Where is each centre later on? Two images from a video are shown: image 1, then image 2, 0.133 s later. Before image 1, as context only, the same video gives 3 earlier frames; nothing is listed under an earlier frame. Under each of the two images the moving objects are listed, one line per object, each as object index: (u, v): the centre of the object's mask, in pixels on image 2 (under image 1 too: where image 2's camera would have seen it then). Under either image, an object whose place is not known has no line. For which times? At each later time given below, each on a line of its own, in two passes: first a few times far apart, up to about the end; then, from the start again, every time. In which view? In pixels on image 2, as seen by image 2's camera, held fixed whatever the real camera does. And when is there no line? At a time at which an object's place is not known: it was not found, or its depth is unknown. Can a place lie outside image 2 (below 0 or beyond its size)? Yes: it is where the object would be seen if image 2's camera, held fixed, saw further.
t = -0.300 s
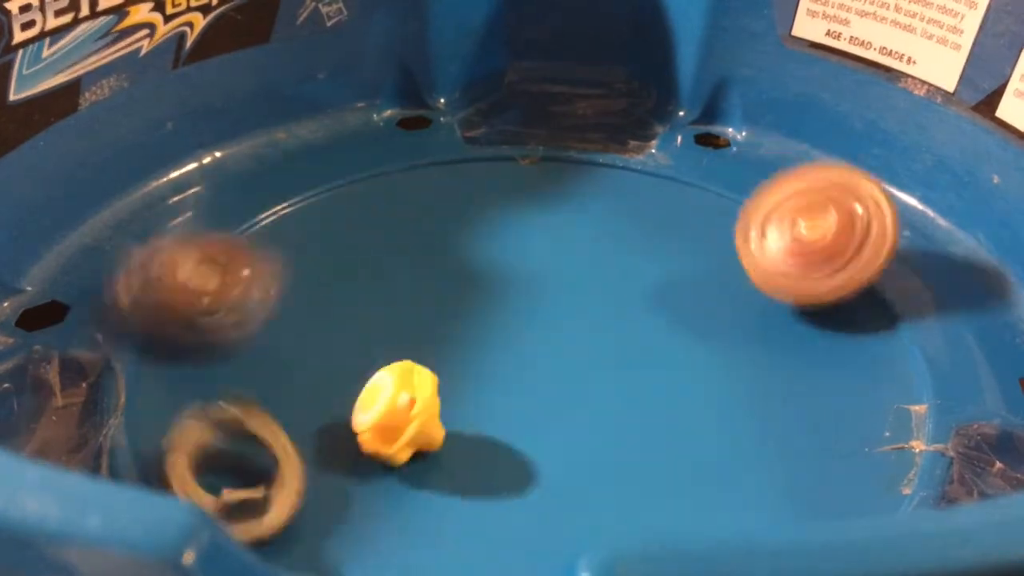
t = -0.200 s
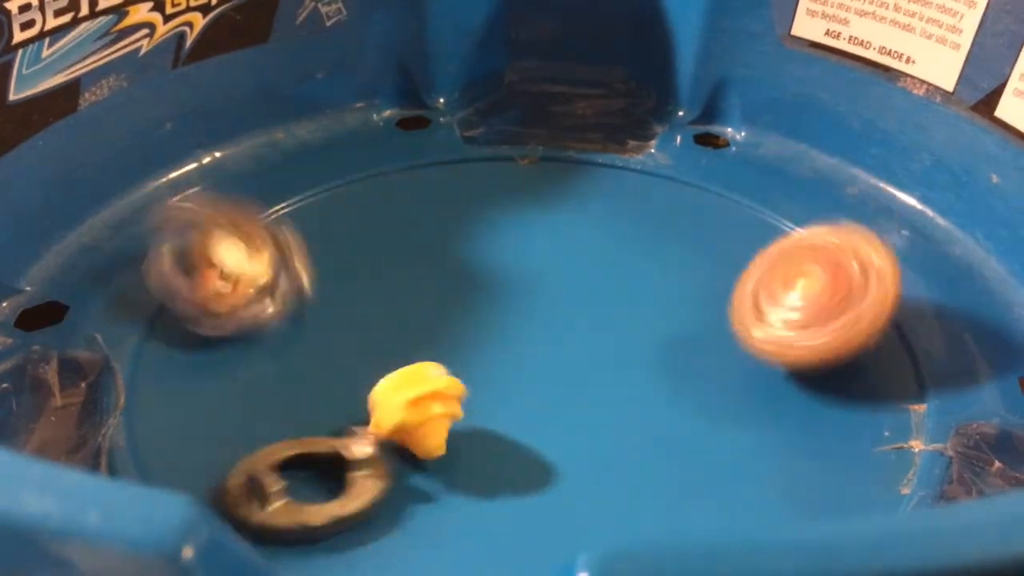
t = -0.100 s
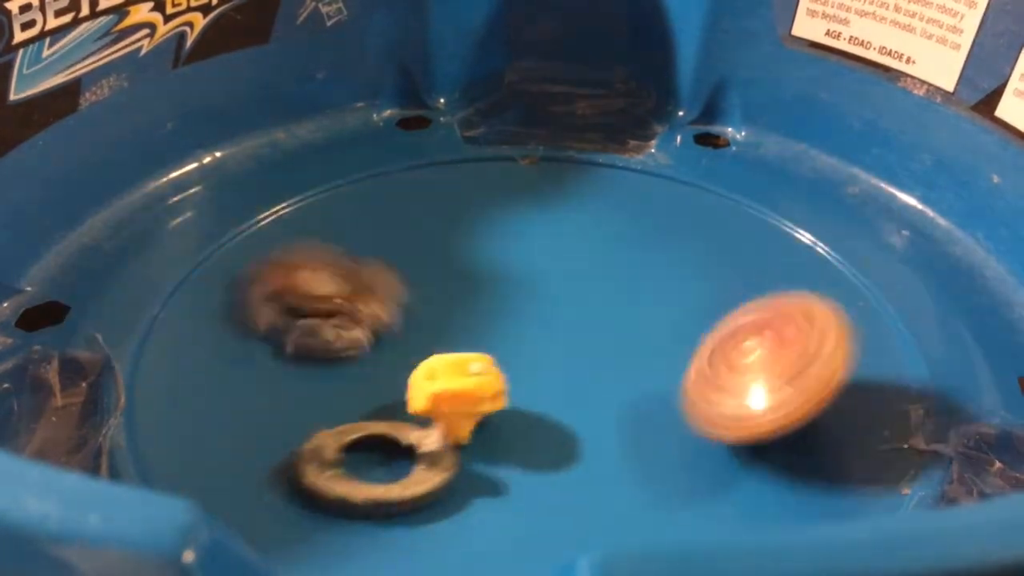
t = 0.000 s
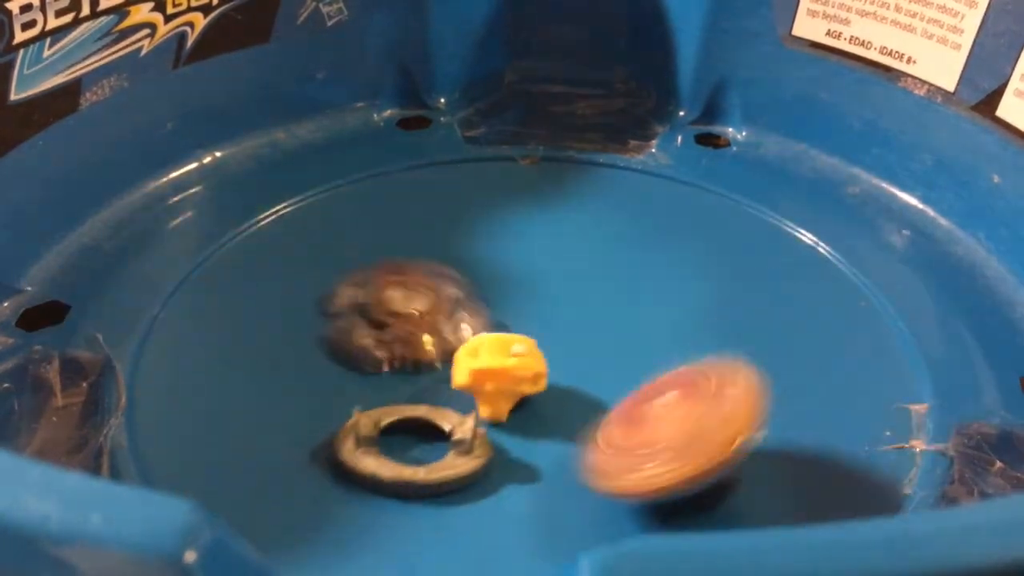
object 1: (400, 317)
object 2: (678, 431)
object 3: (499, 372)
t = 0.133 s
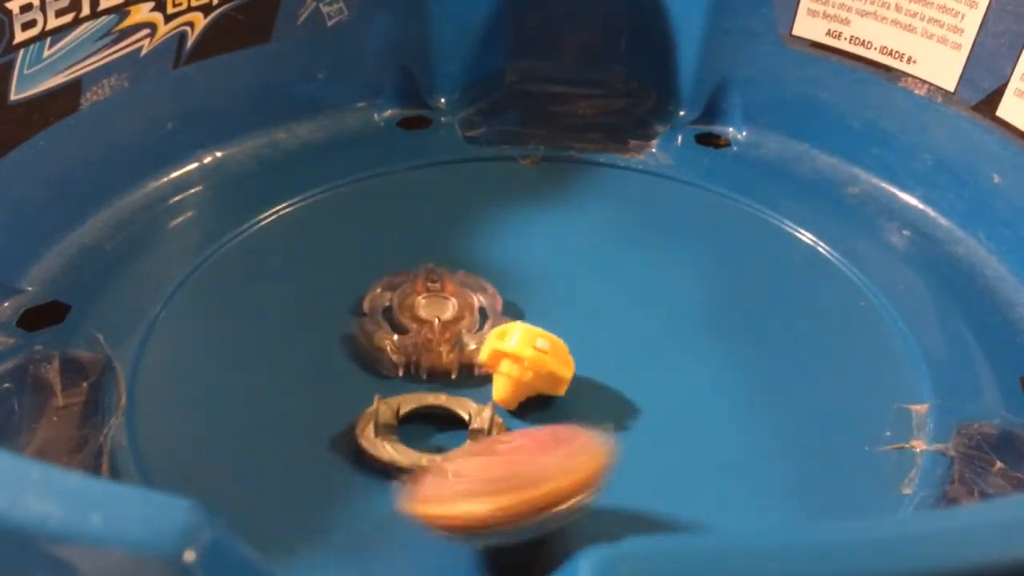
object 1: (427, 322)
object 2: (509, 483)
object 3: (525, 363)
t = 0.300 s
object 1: (431, 324)
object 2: (323, 463)
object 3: (535, 356)
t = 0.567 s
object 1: (436, 323)
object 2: (298, 334)
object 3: (537, 353)
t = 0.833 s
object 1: (484, 336)
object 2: (371, 201)
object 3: (604, 360)
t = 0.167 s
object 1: (428, 323)
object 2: (463, 488)
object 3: (528, 362)
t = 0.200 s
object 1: (429, 323)
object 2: (423, 489)
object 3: (530, 362)
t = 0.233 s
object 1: (429, 323)
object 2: (384, 482)
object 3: (531, 360)
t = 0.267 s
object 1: (430, 323)
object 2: (350, 481)
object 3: (534, 357)
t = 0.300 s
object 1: (431, 324)
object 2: (323, 463)
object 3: (535, 356)
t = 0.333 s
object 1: (431, 324)
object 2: (302, 452)
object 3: (535, 356)
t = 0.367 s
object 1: (430, 325)
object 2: (292, 439)
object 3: (535, 356)
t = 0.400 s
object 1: (431, 325)
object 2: (284, 427)
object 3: (535, 356)
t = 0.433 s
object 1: (430, 325)
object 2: (283, 411)
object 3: (535, 356)
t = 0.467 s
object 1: (431, 324)
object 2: (284, 396)
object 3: (534, 356)
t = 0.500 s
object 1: (431, 324)
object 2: (292, 378)
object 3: (534, 356)
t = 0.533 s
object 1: (434, 323)
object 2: (295, 358)
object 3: (535, 355)
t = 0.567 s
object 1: (436, 323)
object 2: (298, 334)
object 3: (537, 353)
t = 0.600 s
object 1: (440, 324)
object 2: (306, 314)
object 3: (539, 350)
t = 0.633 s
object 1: (446, 326)
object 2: (320, 297)
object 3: (540, 349)
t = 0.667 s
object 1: (448, 330)
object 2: (337, 278)
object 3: (539, 349)
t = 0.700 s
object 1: (448, 331)
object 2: (348, 256)
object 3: (548, 350)
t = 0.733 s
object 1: (462, 332)
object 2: (351, 236)
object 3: (570, 355)
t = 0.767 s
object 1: (477, 333)
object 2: (355, 221)
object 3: (588, 358)
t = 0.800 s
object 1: (482, 335)
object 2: (362, 209)
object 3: (599, 360)
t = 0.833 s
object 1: (484, 336)
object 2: (371, 201)
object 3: (604, 360)
